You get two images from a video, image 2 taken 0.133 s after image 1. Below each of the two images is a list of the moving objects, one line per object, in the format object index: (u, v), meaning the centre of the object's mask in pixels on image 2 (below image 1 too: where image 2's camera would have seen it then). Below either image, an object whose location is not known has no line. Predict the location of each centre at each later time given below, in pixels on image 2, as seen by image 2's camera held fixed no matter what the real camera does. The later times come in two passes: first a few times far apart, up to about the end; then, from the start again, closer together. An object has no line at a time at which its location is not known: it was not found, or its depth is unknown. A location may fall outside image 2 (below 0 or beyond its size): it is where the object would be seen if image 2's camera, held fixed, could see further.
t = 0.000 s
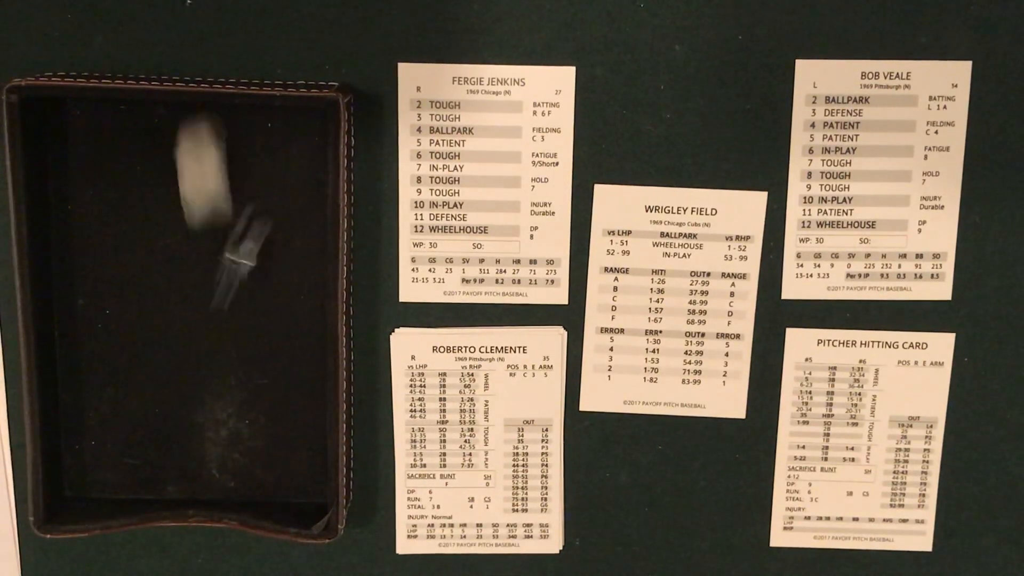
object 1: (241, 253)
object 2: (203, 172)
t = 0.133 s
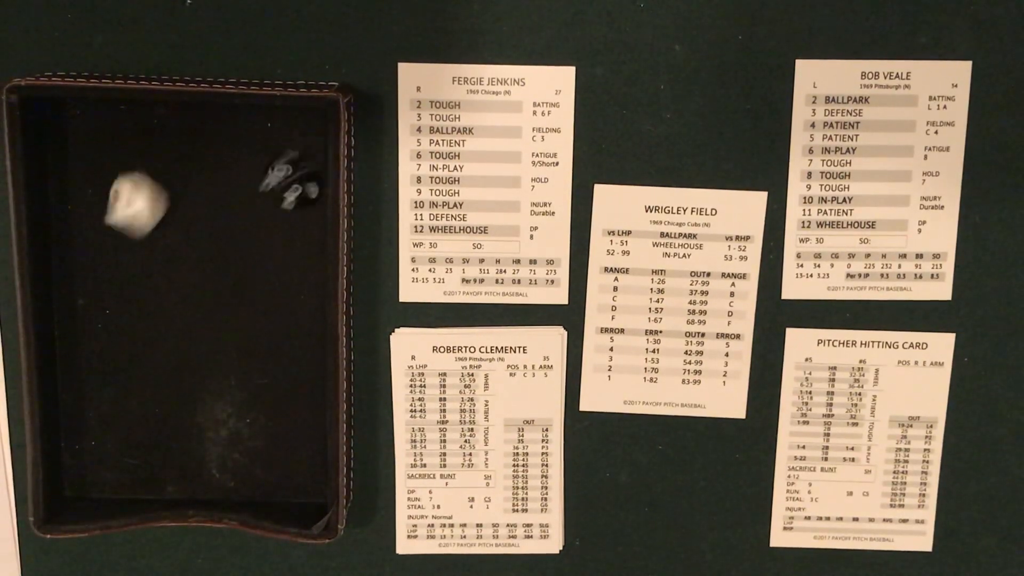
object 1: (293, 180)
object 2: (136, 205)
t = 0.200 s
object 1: (266, 202)
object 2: (116, 248)
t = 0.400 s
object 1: (256, 200)
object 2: (82, 301)
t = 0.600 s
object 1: (256, 200)
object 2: (81, 301)
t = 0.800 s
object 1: (256, 200)
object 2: (82, 301)
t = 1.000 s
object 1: (257, 200)
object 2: (82, 301)
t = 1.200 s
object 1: (256, 201)
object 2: (82, 301)
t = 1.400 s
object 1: (257, 200)
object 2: (82, 301)
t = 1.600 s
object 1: (256, 201)
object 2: (82, 301)
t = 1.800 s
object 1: (257, 200)
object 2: (82, 301)
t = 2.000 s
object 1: (257, 200)
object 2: (82, 301)
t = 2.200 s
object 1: (256, 200)
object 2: (82, 301)
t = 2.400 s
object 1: (257, 200)
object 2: (82, 301)
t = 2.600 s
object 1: (256, 200)
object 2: (82, 301)
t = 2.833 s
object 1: (256, 200)
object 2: (82, 301)
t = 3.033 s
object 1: (256, 200)
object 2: (82, 301)
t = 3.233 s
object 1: (256, 200)
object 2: (82, 301)
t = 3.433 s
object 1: (256, 200)
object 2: (82, 301)
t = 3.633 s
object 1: (257, 200)
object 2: (82, 301)
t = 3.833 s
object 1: (256, 200)
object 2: (82, 301)
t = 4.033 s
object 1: (256, 201)
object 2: (82, 301)
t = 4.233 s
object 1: (256, 200)
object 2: (82, 301)
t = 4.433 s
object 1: (256, 200)
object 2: (82, 301)
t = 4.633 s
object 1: (257, 200)
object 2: (82, 301)
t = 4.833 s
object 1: (256, 200)
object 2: (82, 301)
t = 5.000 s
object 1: (256, 200)
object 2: (82, 301)
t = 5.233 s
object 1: (256, 200)
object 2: (82, 301)
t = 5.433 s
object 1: (257, 200)
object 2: (82, 301)
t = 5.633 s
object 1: (256, 200)
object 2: (82, 301)
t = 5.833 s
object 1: (256, 200)
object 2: (82, 301)
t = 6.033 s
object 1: (256, 200)
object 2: (82, 301)
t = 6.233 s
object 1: (256, 201)
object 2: (82, 302)
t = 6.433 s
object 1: (256, 200)
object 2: (82, 301)
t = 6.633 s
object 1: (256, 200)
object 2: (82, 301)
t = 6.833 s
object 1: (256, 200)
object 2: (82, 301)
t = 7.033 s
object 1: (257, 200)
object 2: (82, 301)
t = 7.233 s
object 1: (256, 201)
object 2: (82, 301)
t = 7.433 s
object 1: (256, 200)
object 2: (82, 301)
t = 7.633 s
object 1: (257, 200)
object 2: (82, 301)
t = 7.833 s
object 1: (257, 200)
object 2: (82, 301)
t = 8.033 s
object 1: (257, 200)
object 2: (82, 301)
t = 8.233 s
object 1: (257, 200)
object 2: (82, 301)
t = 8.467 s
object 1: (257, 200)
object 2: (82, 301)
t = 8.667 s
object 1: (257, 200)
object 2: (82, 301)
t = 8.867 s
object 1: (256, 201)
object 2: (82, 301)
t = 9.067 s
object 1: (256, 200)
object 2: (82, 301)
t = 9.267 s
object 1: (256, 200)
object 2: (82, 301)
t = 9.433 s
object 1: (256, 200)
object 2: (82, 301)
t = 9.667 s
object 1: (256, 200)
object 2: (82, 301)
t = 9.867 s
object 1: (256, 200)
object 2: (82, 301)
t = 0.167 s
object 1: (280, 193)
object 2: (122, 229)
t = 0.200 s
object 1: (266, 202)
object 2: (116, 248)
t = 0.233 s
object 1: (259, 202)
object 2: (111, 266)
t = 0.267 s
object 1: (256, 200)
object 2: (103, 279)
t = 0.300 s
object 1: (256, 200)
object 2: (95, 288)
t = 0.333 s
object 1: (256, 200)
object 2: (92, 296)
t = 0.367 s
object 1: (256, 201)
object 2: (89, 299)
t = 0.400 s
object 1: (256, 200)
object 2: (82, 301)
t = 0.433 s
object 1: (256, 200)
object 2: (80, 303)
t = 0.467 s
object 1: (256, 200)
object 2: (80, 302)
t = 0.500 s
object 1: (256, 200)
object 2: (82, 300)
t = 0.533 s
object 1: (256, 201)
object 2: (83, 300)
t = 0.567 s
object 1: (256, 200)
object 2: (81, 301)
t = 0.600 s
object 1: (256, 200)
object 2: (81, 301)
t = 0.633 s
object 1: (256, 200)
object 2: (82, 301)
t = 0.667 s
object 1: (256, 201)
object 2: (82, 301)
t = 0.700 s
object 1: (256, 200)
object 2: (82, 301)
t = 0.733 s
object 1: (256, 200)
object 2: (82, 301)
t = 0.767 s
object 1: (256, 201)
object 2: (82, 301)
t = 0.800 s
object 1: (256, 200)
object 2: (82, 301)
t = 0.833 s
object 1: (256, 200)
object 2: (82, 301)
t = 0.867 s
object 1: (257, 200)
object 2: (82, 301)
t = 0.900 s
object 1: (257, 200)
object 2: (82, 301)
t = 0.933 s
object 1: (257, 200)
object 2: (82, 301)
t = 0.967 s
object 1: (257, 200)
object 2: (82, 301)
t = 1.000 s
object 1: (257, 200)
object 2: (82, 301)
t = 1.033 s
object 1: (256, 201)
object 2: (82, 301)
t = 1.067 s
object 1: (256, 200)
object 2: (82, 301)
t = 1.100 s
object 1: (256, 200)
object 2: (82, 301)
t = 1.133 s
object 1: (256, 200)
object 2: (82, 301)
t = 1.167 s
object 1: (257, 200)
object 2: (82, 301)
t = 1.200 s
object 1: (256, 201)
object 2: (82, 301)
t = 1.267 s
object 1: (257, 200)
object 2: (82, 301)
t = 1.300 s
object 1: (256, 200)
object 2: (82, 301)
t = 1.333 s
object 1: (257, 200)
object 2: (82, 301)
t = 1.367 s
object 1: (256, 200)
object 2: (82, 301)
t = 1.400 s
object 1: (257, 200)
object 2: (82, 301)
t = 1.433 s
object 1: (257, 200)
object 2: (82, 301)
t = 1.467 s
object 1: (257, 200)
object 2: (82, 301)
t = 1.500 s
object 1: (257, 200)
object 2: (81, 301)
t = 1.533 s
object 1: (257, 200)
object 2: (82, 301)
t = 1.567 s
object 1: (257, 201)
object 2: (82, 301)
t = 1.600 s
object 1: (256, 201)
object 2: (82, 301)
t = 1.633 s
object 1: (256, 200)
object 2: (82, 301)
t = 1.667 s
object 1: (257, 200)
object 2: (82, 301)
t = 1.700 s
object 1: (257, 200)
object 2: (82, 301)
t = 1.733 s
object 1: (257, 200)
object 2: (82, 301)
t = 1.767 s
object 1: (257, 200)
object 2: (82, 301)
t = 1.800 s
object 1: (257, 200)
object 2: (82, 301)
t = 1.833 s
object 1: (257, 200)
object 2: (82, 301)
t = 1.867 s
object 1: (256, 200)
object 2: (82, 301)
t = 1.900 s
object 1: (256, 201)
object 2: (82, 301)
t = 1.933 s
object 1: (257, 200)
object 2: (82, 301)
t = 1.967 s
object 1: (257, 200)
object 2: (82, 301)
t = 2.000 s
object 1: (257, 200)
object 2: (82, 301)
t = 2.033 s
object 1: (257, 200)
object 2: (82, 301)
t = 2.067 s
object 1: (257, 200)
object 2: (82, 301)
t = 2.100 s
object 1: (257, 200)
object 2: (82, 301)
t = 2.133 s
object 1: (257, 200)
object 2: (82, 301)
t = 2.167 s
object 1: (257, 200)
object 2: (82, 301)
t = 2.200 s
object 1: (256, 200)
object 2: (82, 301)
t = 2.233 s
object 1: (256, 201)
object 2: (82, 301)
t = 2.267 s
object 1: (256, 200)
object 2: (82, 301)
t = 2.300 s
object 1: (256, 200)
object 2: (82, 301)
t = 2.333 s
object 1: (256, 200)
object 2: (82, 301)
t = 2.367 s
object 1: (256, 200)
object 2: (82, 301)
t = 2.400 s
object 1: (257, 200)
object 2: (82, 301)
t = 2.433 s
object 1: (256, 201)
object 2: (82, 301)
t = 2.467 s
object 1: (256, 200)
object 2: (82, 301)
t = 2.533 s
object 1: (256, 200)
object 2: (82, 301)
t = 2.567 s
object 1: (256, 200)
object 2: (82, 301)
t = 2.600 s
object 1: (256, 200)
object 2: (82, 301)
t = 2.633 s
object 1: (256, 200)
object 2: (82, 302)
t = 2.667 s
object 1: (256, 200)
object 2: (82, 301)
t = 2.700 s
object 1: (256, 200)
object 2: (82, 301)
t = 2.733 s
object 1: (256, 200)
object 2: (82, 301)
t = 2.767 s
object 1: (256, 201)
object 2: (82, 301)
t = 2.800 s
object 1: (256, 200)
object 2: (82, 301)
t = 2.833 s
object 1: (256, 200)
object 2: (82, 301)
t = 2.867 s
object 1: (256, 200)
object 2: (82, 302)
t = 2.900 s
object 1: (256, 200)
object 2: (82, 301)
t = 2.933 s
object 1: (256, 200)
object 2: (82, 301)
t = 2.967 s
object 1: (256, 200)
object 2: (81, 301)
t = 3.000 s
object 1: (256, 200)
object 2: (81, 301)
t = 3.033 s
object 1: (256, 200)
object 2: (82, 301)
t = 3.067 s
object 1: (256, 200)
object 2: (82, 301)
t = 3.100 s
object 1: (256, 200)
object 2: (82, 301)
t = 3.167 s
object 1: (257, 200)
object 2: (82, 301)
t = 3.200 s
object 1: (256, 200)
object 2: (82, 301)
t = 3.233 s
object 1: (256, 200)
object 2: (82, 301)
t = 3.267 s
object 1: (256, 200)
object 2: (82, 301)
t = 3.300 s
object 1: (257, 200)
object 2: (82, 301)
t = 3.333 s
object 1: (256, 200)
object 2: (82, 301)
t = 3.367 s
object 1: (257, 200)
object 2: (82, 301)
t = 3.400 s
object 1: (257, 200)
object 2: (82, 301)
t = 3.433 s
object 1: (256, 200)
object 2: (82, 301)
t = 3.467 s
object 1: (256, 200)
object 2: (82, 301)
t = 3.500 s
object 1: (257, 200)
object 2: (82, 301)
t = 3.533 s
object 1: (256, 201)
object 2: (82, 301)
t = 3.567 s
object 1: (257, 200)
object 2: (82, 301)
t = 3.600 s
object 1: (257, 200)
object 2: (82, 301)
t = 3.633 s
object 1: (257, 200)
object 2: (82, 301)
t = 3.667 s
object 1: (256, 200)
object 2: (82, 301)
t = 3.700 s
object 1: (256, 201)
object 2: (82, 301)
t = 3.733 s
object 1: (256, 201)
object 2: (82, 301)
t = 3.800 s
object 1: (257, 200)
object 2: (82, 301)
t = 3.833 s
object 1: (256, 200)
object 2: (82, 301)
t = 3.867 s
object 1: (257, 200)
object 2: (82, 301)
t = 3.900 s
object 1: (256, 201)
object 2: (82, 301)
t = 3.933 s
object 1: (256, 201)
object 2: (82, 301)
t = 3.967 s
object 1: (256, 201)
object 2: (82, 301)
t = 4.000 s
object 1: (257, 200)
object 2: (82, 301)
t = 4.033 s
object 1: (256, 201)
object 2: (82, 301)
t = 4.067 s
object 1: (256, 200)
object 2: (82, 301)
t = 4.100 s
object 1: (256, 201)
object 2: (82, 301)
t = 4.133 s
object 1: (256, 201)
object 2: (82, 301)
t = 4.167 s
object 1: (256, 200)
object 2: (82, 301)
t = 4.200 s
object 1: (256, 200)
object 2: (82, 301)
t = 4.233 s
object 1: (256, 200)
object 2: (82, 301)
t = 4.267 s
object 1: (256, 201)
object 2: (82, 301)
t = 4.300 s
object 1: (256, 201)
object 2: (82, 301)
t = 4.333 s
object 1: (256, 201)
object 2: (82, 301)
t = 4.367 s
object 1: (257, 200)
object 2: (82, 301)
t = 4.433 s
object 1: (256, 200)
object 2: (82, 301)
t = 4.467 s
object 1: (256, 201)
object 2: (82, 301)
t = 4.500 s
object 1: (257, 200)
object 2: (82, 301)
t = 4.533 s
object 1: (256, 200)
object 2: (82, 301)
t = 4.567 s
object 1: (256, 200)
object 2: (82, 301)
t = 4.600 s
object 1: (257, 200)
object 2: (82, 301)
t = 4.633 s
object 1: (257, 200)
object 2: (82, 301)
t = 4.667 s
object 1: (257, 200)
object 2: (82, 301)
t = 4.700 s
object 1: (257, 200)
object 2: (82, 301)
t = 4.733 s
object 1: (257, 200)
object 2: (82, 301)
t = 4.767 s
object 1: (256, 201)
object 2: (82, 301)
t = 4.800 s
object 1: (257, 200)
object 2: (82, 301)
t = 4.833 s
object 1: (256, 200)
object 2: (82, 301)
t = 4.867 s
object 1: (256, 201)
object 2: (82, 301)
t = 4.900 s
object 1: (256, 200)
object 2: (82, 301)
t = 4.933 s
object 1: (256, 200)
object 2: (82, 301)
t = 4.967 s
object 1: (256, 200)
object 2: (82, 301)
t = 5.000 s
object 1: (256, 200)
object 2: (82, 301)
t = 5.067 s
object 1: (256, 200)
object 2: (82, 301)
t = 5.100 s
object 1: (256, 200)
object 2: (82, 301)
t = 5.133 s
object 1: (257, 200)
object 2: (82, 301)
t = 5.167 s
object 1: (257, 200)
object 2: (82, 301)
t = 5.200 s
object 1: (256, 200)
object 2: (82, 301)
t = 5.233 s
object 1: (256, 200)
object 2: (82, 301)
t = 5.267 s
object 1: (257, 200)
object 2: (82, 301)
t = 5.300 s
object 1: (257, 200)
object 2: (82, 301)
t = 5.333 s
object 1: (256, 201)
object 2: (82, 301)
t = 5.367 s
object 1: (257, 200)
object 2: (82, 301)
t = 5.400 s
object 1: (256, 200)
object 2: (82, 301)
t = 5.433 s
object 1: (257, 200)
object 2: (82, 301)
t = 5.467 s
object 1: (257, 200)
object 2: (82, 301)
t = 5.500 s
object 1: (257, 200)
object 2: (82, 301)
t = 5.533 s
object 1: (256, 200)
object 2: (82, 301)
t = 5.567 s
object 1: (257, 200)
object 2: (82, 301)
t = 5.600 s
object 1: (257, 200)
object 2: (82, 301)
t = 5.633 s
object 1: (256, 200)
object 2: (82, 301)
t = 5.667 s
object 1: (256, 200)
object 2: (82, 301)
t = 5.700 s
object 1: (256, 200)
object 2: (82, 301)
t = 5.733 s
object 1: (257, 200)
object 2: (82, 301)
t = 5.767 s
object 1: (256, 200)
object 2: (82, 301)
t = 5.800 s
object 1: (256, 200)
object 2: (82, 301)
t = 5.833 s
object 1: (256, 200)
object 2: (82, 301)
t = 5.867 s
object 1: (256, 200)
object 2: (82, 301)
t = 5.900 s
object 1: (256, 200)
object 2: (82, 301)
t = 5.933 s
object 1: (256, 200)
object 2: (82, 301)
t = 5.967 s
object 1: (256, 200)
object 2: (82, 301)
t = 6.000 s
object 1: (256, 200)
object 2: (82, 301)
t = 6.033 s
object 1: (256, 200)
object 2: (82, 301)
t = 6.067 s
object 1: (256, 200)
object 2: (82, 301)
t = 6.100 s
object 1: (256, 200)
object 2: (82, 301)
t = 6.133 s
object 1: (256, 200)
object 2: (82, 301)
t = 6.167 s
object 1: (256, 200)
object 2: (82, 301)
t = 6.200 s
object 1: (256, 200)
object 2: (82, 301)
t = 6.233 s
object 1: (256, 201)
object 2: (82, 302)
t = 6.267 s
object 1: (257, 200)
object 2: (82, 301)
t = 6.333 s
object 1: (256, 200)
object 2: (82, 301)
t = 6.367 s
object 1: (256, 201)
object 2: (82, 301)
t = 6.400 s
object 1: (256, 200)
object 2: (82, 301)
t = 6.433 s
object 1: (256, 200)
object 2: (82, 301)
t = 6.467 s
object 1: (256, 200)
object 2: (82, 301)
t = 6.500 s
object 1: (256, 201)
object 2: (82, 301)
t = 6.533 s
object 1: (256, 200)
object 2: (82, 301)
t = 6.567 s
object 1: (256, 200)
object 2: (82, 301)
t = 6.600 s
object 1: (256, 200)
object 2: (82, 301)
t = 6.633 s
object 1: (256, 200)
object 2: (82, 301)
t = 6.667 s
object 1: (256, 200)
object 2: (82, 301)
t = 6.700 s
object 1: (257, 200)
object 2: (82, 301)
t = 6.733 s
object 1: (256, 200)
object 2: (82, 301)
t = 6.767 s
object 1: (256, 200)
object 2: (82, 301)
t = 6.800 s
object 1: (256, 200)
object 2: (82, 301)
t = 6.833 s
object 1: (256, 200)
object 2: (82, 301)
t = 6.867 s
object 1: (257, 200)
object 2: (82, 301)
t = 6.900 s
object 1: (256, 200)
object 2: (82, 301)
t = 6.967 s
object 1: (256, 200)
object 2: (82, 301)
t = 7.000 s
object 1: (257, 200)
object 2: (82, 301)
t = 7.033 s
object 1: (257, 200)
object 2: (82, 301)
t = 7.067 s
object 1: (257, 200)
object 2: (82, 301)
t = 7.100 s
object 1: (256, 201)
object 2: (82, 301)
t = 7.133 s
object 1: (256, 201)
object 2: (82, 301)
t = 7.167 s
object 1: (257, 200)
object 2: (82, 301)
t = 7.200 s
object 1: (256, 201)
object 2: (82, 301)
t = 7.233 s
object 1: (256, 201)
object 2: (82, 301)
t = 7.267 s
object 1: (257, 200)
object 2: (82, 301)
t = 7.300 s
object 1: (256, 201)
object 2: (82, 301)
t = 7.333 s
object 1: (257, 200)
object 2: (82, 301)
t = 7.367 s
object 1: (257, 200)
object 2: (82, 301)
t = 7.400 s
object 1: (257, 200)
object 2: (82, 301)
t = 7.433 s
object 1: (256, 200)
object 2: (82, 301)
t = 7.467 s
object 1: (257, 200)
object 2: (82, 301)
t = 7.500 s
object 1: (257, 201)
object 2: (82, 301)
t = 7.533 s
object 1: (256, 201)
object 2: (82, 301)
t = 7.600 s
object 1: (257, 200)
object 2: (82, 301)
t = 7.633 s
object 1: (257, 200)
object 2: (82, 301)
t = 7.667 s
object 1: (256, 200)
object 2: (82, 301)
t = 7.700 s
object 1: (257, 200)
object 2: (82, 301)
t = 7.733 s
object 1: (256, 201)
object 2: (82, 301)
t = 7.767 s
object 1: (257, 200)
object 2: (82, 301)
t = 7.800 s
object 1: (256, 200)
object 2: (82, 301)
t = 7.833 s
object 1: (257, 200)
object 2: (82, 301)
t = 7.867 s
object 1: (256, 200)
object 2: (82, 301)
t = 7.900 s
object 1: (256, 200)
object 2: (82, 301)
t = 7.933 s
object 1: (257, 200)
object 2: (82, 301)
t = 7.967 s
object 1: (257, 200)
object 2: (82, 301)
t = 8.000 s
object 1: (257, 200)
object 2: (82, 301)
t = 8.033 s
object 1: (257, 200)
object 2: (82, 301)
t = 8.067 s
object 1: (257, 200)
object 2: (82, 301)
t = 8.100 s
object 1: (257, 200)
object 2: (82, 301)
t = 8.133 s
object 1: (257, 200)
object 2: (82, 301)
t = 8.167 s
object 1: (256, 200)
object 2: (82, 301)
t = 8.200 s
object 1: (256, 200)
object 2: (82, 301)
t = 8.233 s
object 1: (257, 200)
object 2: (82, 301)
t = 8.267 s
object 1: (257, 200)
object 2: (82, 301)
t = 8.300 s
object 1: (257, 200)
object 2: (82, 301)
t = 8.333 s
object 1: (257, 200)
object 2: (82, 301)
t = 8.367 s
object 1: (257, 200)
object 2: (82, 301)
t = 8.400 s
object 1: (257, 200)
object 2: (82, 301)
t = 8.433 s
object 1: (257, 200)
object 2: (82, 301)
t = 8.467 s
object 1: (257, 200)
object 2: (82, 301)
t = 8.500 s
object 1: (257, 200)
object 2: (82, 301)
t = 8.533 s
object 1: (257, 200)
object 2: (82, 301)
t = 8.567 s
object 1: (257, 200)
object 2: (82, 301)
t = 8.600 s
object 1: (257, 200)
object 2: (82, 301)
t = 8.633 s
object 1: (257, 200)
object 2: (82, 301)
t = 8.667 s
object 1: (257, 200)
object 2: (82, 301)
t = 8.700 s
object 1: (256, 200)
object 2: (82, 301)
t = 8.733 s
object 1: (257, 200)
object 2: (82, 301)
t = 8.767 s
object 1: (256, 200)
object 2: (82, 301)
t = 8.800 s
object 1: (256, 200)
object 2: (82, 301)
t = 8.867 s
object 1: (256, 201)
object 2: (82, 301)
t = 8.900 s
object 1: (256, 201)
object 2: (82, 301)
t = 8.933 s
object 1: (256, 200)
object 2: (82, 301)
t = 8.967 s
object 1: (256, 201)
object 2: (82, 301)
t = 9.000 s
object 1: (256, 201)
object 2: (82, 301)
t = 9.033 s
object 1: (257, 200)
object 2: (82, 301)
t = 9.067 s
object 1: (256, 200)
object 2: (82, 301)
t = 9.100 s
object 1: (256, 200)
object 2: (82, 301)
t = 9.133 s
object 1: (256, 200)
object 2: (82, 301)
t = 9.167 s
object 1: (256, 200)
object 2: (82, 301)
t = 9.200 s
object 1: (256, 201)
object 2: (82, 301)
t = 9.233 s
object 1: (256, 200)
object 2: (82, 301)
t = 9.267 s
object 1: (256, 200)
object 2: (82, 301)
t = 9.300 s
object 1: (256, 200)
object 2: (82, 301)
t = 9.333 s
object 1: (256, 200)
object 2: (82, 301)
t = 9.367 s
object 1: (256, 200)
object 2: (82, 301)
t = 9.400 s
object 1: (256, 200)
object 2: (82, 301)
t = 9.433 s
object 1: (256, 200)
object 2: (82, 301)
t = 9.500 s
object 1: (256, 201)
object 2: (82, 301)
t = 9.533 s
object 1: (257, 200)
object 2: (82, 301)
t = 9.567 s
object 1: (257, 200)
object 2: (82, 301)
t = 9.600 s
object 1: (256, 200)
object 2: (82, 301)
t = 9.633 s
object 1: (256, 200)
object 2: (82, 301)
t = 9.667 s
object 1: (256, 200)
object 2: (82, 301)
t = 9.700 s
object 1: (256, 200)
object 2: (82, 301)
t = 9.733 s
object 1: (256, 200)
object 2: (82, 301)
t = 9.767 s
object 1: (257, 200)
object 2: (82, 301)
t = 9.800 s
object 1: (257, 200)
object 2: (82, 301)
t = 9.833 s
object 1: (257, 200)
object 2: (82, 301)
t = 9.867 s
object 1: (256, 200)
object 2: (82, 301)
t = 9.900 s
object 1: (256, 201)
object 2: (82, 301)
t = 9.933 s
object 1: (256, 200)
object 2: (82, 301)
